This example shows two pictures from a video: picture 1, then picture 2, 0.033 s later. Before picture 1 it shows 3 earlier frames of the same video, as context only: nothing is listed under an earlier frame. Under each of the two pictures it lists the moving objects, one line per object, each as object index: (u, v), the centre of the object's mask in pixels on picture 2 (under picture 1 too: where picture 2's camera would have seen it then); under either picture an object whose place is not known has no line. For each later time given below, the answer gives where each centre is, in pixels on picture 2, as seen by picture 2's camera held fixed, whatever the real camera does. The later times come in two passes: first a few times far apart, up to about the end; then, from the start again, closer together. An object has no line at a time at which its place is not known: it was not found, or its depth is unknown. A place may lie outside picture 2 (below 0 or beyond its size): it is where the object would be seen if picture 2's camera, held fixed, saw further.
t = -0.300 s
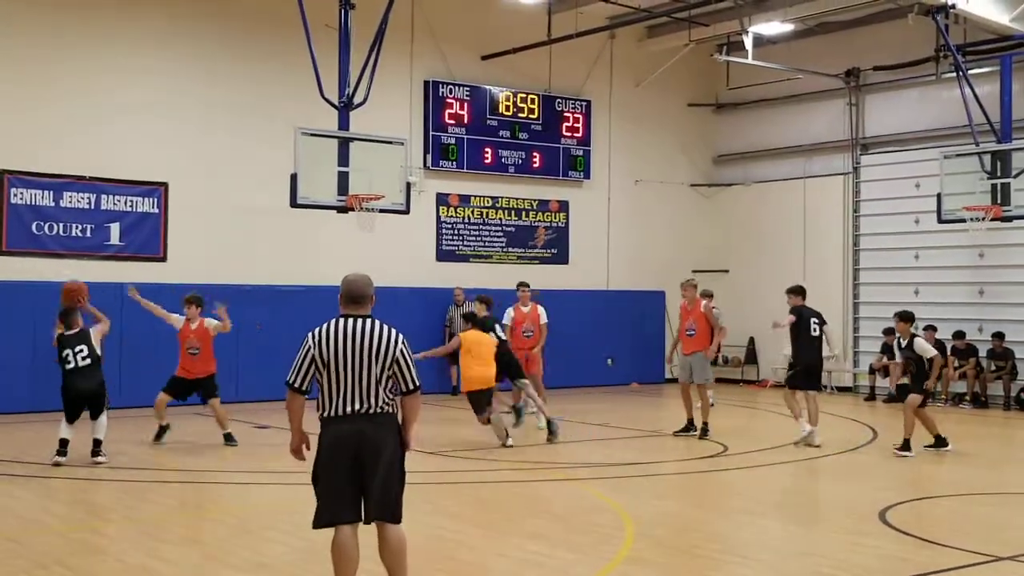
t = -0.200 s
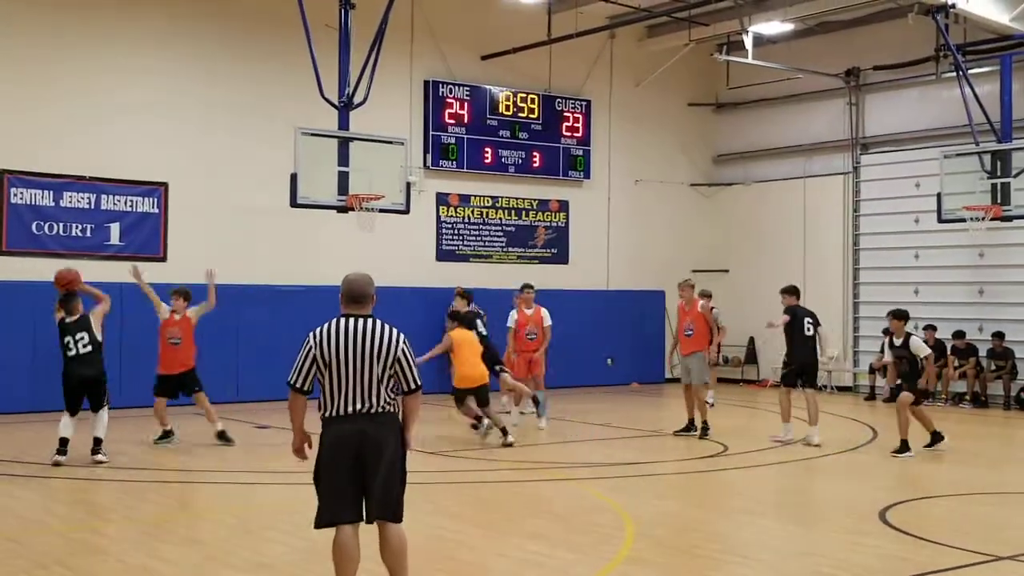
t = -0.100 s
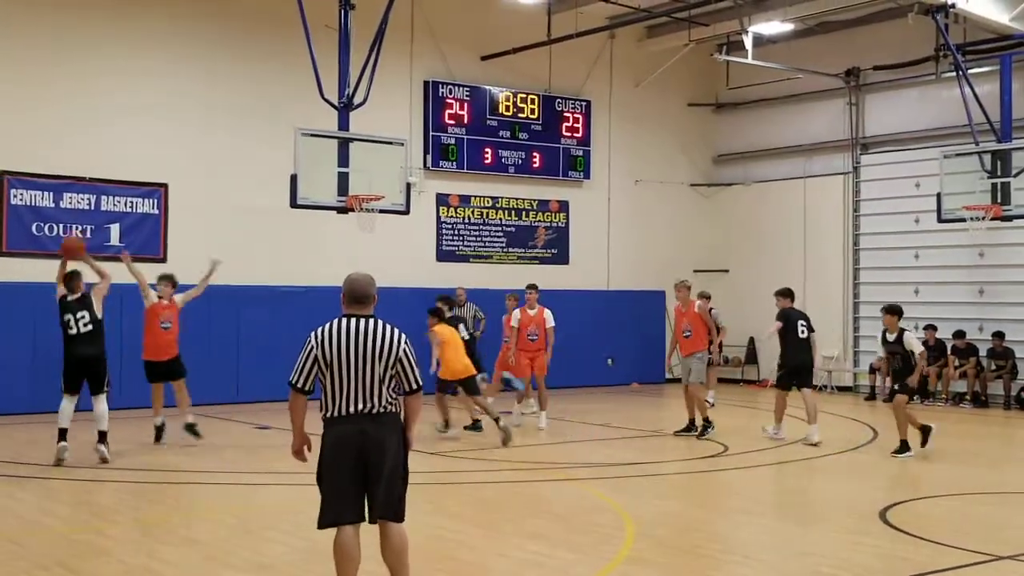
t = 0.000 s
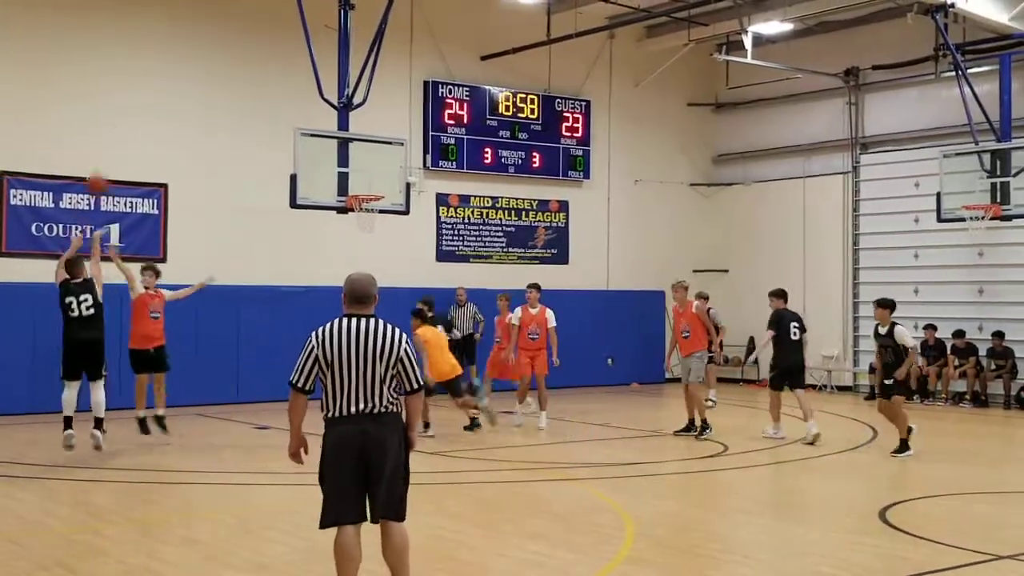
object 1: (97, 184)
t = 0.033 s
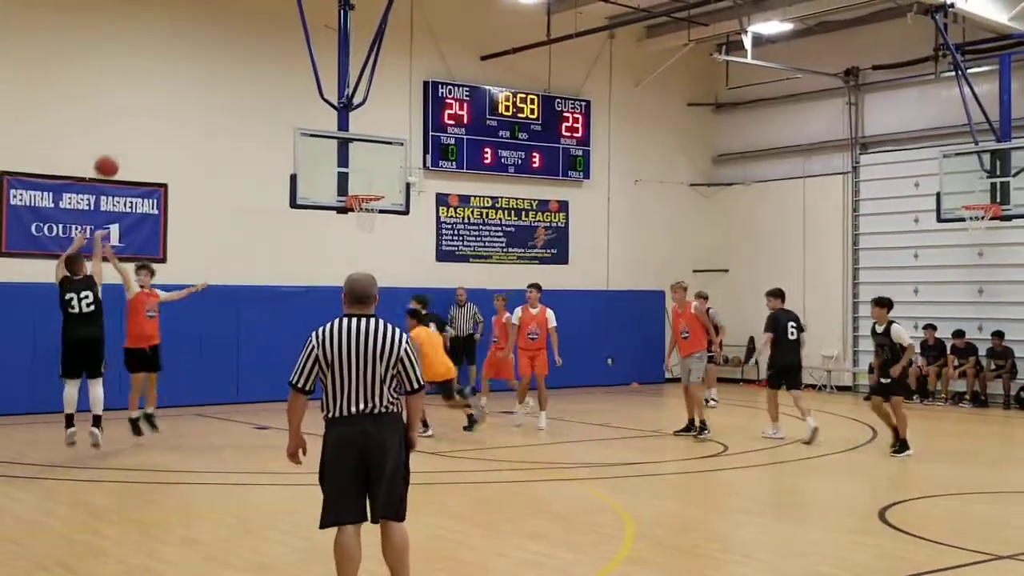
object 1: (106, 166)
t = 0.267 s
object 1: (165, 75)
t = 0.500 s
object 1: (216, 40)
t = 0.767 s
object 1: (266, 57)
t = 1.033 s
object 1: (310, 123)
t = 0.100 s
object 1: (124, 134)
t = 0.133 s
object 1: (132, 119)
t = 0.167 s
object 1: (141, 106)
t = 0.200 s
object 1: (149, 95)
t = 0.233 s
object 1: (157, 84)
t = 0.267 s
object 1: (165, 75)
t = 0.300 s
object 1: (173, 67)
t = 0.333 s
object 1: (180, 60)
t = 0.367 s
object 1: (188, 54)
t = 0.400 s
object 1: (195, 49)
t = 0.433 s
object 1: (202, 45)
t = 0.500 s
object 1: (216, 40)
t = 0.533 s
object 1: (223, 39)
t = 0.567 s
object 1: (229, 39)
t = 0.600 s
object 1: (236, 40)
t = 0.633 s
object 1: (242, 41)
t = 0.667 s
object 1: (248, 44)
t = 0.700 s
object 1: (254, 47)
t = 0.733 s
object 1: (260, 51)
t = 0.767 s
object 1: (266, 57)
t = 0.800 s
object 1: (272, 63)
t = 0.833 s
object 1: (278, 69)
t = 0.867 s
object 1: (283, 76)
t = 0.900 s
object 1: (288, 84)
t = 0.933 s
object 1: (294, 93)
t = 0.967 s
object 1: (299, 103)
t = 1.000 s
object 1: (305, 113)
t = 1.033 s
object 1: (310, 123)
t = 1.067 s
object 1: (314, 134)
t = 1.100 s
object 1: (319, 145)
